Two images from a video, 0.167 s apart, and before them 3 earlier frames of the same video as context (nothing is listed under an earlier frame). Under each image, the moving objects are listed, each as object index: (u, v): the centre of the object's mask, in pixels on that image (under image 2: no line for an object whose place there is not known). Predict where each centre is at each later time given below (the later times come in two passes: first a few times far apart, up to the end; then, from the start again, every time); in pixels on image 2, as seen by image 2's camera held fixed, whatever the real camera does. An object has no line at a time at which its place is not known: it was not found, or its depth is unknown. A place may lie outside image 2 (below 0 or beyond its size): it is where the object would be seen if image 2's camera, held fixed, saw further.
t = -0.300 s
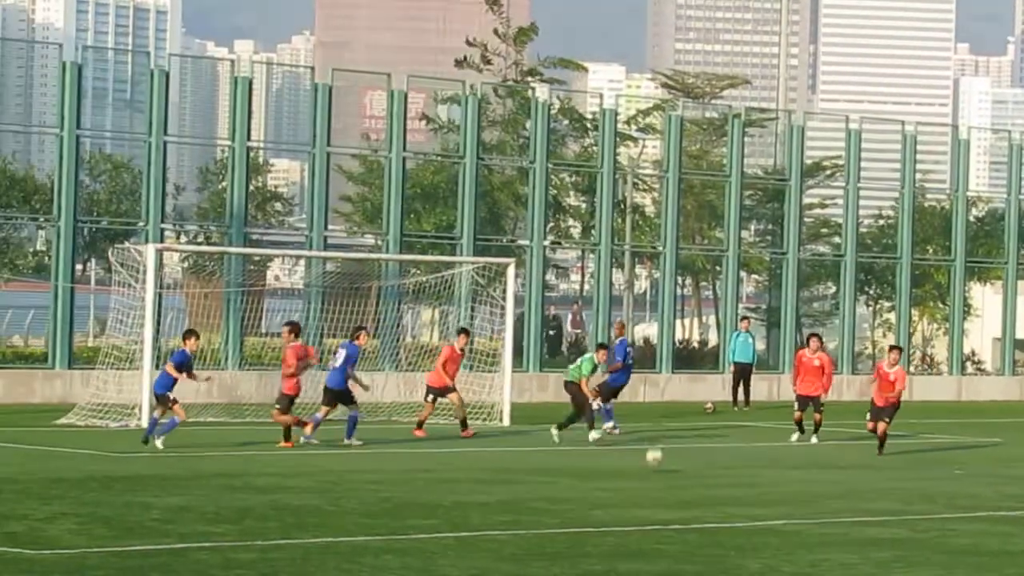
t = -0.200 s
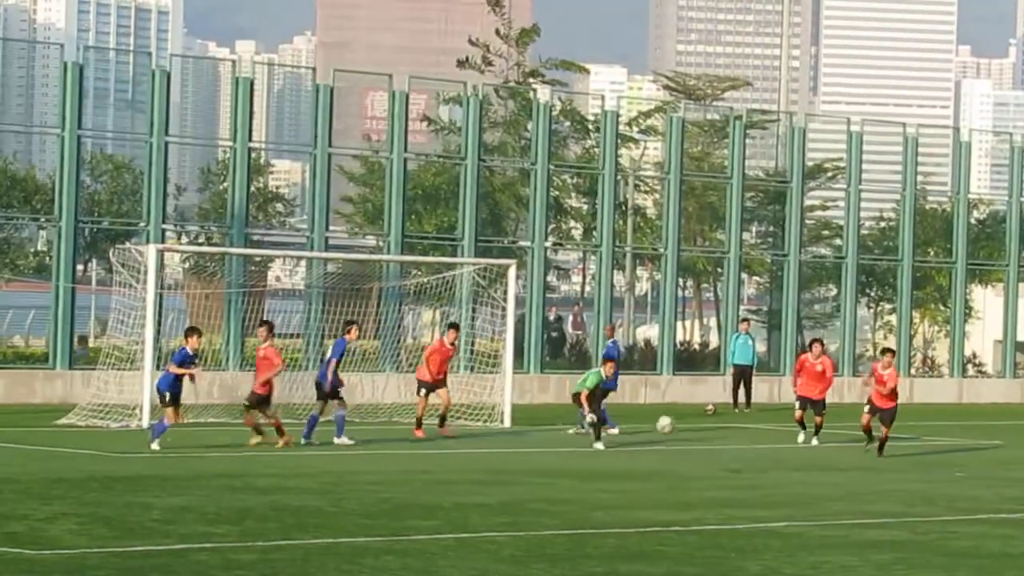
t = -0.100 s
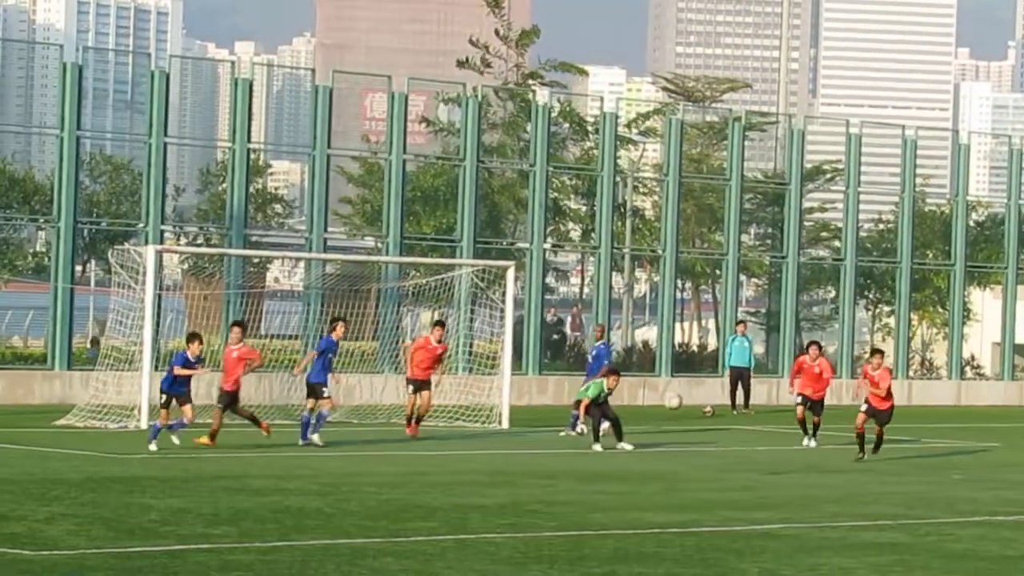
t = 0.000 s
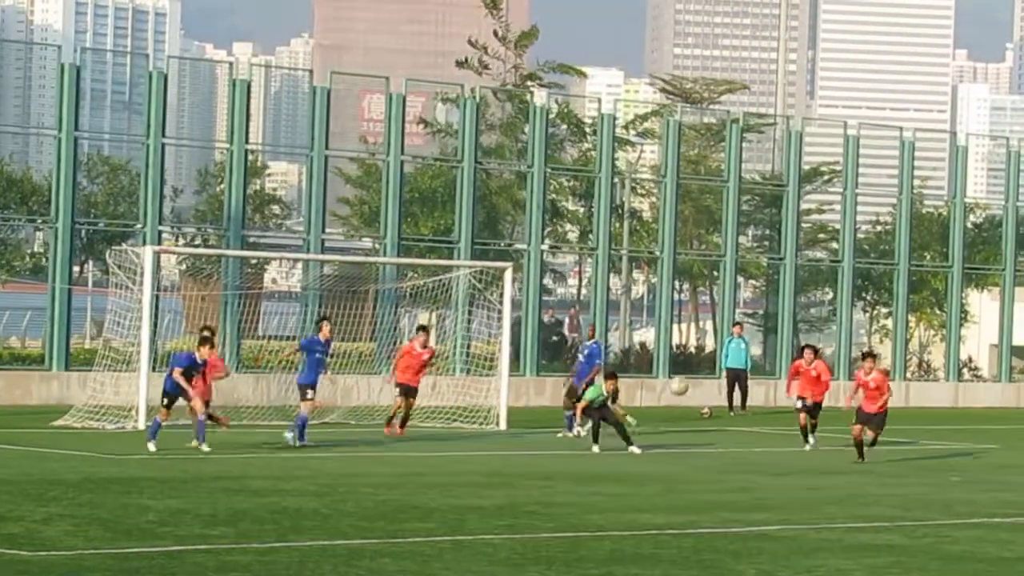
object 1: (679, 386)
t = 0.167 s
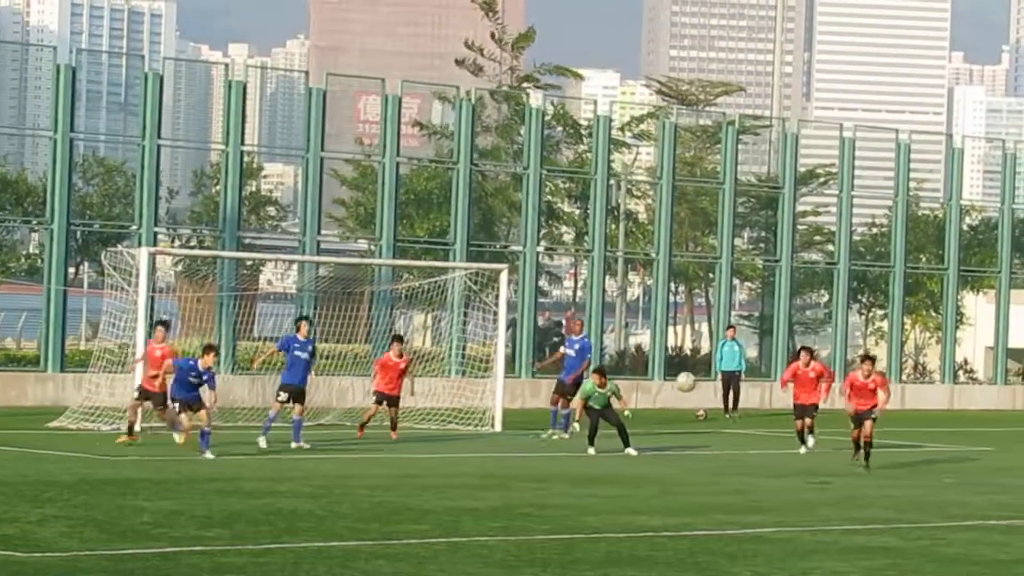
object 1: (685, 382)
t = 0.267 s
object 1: (692, 392)
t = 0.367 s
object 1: (697, 413)
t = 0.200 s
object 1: (688, 384)
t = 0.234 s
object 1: (690, 387)
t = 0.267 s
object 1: (692, 392)
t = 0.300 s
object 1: (695, 399)
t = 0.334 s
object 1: (696, 403)
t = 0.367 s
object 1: (697, 413)
